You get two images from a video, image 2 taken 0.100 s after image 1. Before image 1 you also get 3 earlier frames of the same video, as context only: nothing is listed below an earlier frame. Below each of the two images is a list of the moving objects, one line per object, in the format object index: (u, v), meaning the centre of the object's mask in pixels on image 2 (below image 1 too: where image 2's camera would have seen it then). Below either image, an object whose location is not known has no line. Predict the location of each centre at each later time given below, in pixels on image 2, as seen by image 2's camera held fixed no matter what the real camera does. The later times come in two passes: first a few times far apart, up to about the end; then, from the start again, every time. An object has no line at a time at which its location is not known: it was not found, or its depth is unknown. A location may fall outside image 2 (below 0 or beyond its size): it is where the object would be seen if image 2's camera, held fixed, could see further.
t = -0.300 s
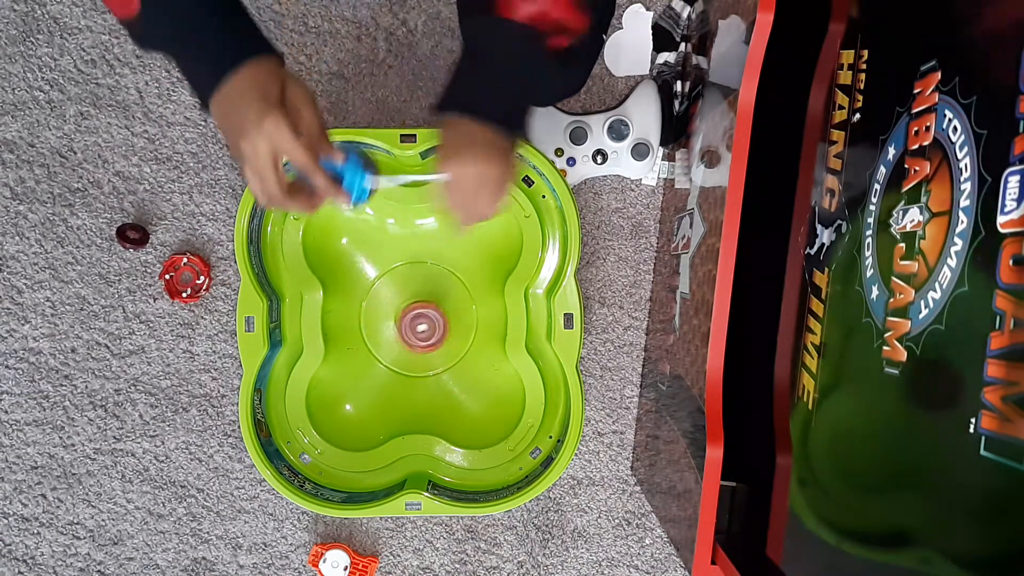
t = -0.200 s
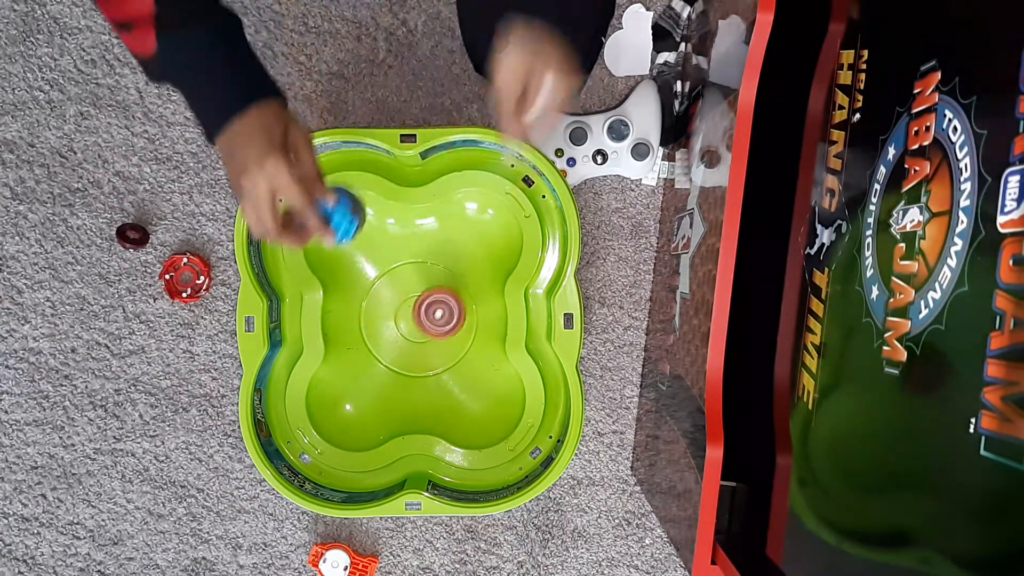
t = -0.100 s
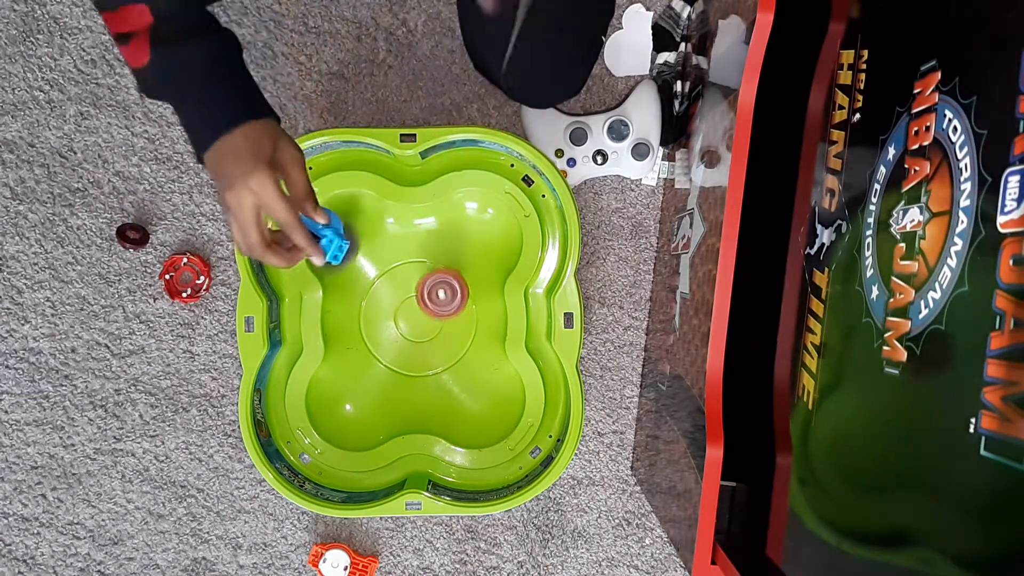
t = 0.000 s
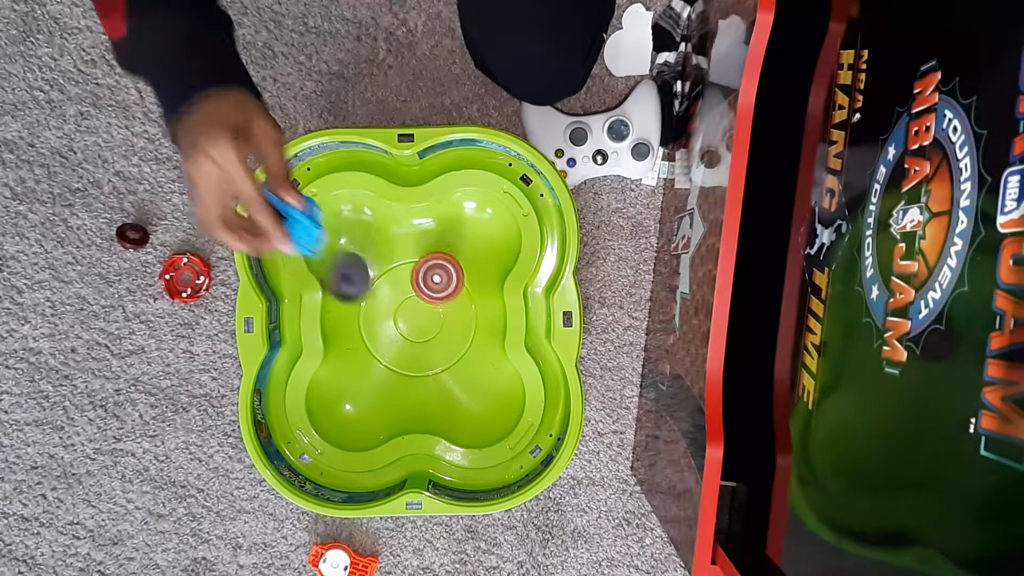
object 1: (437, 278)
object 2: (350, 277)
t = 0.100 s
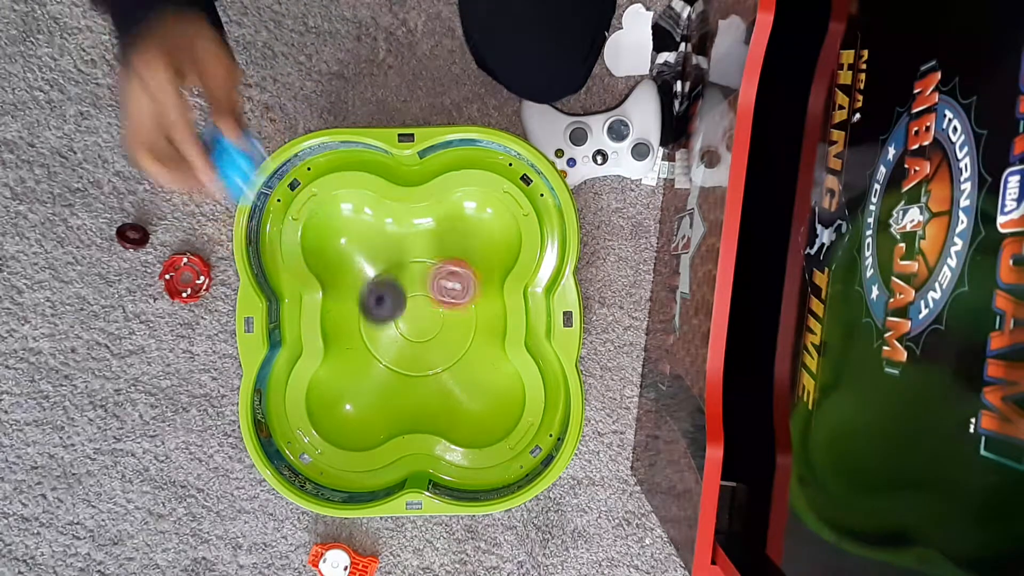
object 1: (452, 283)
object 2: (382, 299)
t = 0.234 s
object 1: (483, 283)
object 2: (386, 348)
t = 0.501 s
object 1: (415, 271)
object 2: (385, 389)
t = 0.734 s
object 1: (407, 334)
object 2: (349, 377)
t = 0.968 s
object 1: (451, 369)
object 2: (370, 400)
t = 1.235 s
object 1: (443, 350)
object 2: (375, 342)
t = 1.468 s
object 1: (454, 367)
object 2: (367, 286)
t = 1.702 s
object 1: (451, 383)
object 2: (391, 231)
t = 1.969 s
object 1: (464, 388)
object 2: (354, 262)
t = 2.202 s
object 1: (434, 333)
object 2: (402, 261)
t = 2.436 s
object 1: (387, 330)
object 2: (440, 235)
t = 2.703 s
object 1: (376, 366)
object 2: (474, 276)
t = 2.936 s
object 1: (415, 348)
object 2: (413, 287)
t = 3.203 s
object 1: (458, 371)
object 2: (379, 311)
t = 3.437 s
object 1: (456, 375)
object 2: (400, 359)
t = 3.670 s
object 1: (457, 387)
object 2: (407, 315)
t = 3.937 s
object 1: (459, 383)
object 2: (389, 316)
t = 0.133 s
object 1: (468, 286)
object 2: (381, 311)
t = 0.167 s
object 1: (479, 287)
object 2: (381, 322)
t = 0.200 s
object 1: (483, 285)
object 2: (383, 335)
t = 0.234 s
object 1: (483, 283)
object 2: (386, 348)
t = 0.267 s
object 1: (478, 277)
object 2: (388, 362)
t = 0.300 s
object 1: (467, 270)
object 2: (389, 373)
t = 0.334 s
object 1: (455, 262)
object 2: (389, 383)
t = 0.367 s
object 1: (445, 256)
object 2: (389, 389)
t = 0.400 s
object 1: (435, 254)
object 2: (388, 393)
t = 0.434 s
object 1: (427, 256)
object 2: (388, 394)
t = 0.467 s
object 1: (420, 263)
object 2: (387, 393)
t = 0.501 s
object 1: (415, 271)
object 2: (385, 389)
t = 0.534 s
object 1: (408, 280)
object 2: (381, 384)
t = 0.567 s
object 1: (400, 289)
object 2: (376, 378)
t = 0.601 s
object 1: (394, 299)
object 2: (370, 371)
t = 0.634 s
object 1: (391, 311)
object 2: (365, 365)
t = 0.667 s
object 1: (393, 320)
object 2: (357, 365)
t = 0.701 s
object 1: (400, 326)
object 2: (348, 368)
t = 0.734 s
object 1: (407, 334)
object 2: (349, 377)
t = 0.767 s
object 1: (413, 341)
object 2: (354, 386)
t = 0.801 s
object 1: (420, 348)
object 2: (358, 395)
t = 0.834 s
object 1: (428, 353)
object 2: (362, 403)
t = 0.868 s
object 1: (435, 358)
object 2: (363, 408)
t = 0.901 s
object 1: (442, 363)
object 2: (365, 410)
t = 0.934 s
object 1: (447, 367)
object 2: (368, 407)
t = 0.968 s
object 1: (451, 369)
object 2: (370, 400)
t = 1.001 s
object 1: (453, 368)
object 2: (371, 391)
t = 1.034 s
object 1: (454, 367)
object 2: (370, 383)
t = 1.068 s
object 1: (454, 366)
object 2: (368, 374)
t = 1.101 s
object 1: (453, 363)
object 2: (367, 365)
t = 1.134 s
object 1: (452, 359)
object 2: (367, 359)
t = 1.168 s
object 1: (450, 356)
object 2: (368, 352)
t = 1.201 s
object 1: (446, 352)
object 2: (372, 346)
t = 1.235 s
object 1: (443, 350)
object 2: (375, 342)
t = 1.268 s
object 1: (439, 348)
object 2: (379, 338)
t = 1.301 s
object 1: (436, 349)
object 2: (383, 332)
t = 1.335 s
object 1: (444, 357)
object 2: (377, 323)
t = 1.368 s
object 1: (448, 361)
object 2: (371, 312)
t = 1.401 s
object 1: (451, 365)
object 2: (367, 302)
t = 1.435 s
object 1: (453, 366)
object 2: (365, 294)
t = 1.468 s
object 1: (454, 367)
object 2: (367, 286)
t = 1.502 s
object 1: (454, 368)
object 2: (370, 277)
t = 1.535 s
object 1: (453, 369)
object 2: (375, 269)
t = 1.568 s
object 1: (452, 371)
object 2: (381, 259)
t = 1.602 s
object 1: (451, 373)
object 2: (386, 250)
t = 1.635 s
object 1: (451, 376)
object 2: (390, 242)
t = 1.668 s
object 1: (451, 379)
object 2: (391, 236)
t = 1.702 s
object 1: (451, 383)
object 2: (391, 231)
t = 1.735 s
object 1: (452, 386)
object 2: (389, 230)
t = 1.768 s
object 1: (454, 390)
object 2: (384, 232)
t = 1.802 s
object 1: (457, 393)
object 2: (377, 236)
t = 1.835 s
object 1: (460, 395)
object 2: (370, 242)
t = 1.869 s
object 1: (463, 396)
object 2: (363, 248)
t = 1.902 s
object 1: (464, 395)
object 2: (357, 255)
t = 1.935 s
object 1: (465, 392)
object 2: (354, 259)
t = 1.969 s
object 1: (464, 388)
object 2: (354, 262)
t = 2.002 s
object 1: (462, 382)
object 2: (357, 263)
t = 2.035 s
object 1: (459, 376)
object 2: (364, 263)
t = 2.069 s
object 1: (455, 368)
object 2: (372, 262)
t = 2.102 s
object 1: (450, 360)
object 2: (381, 261)
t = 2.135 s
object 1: (445, 351)
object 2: (390, 260)
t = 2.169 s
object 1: (440, 343)
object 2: (397, 260)
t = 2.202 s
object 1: (434, 333)
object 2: (402, 261)
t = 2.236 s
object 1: (428, 325)
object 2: (407, 263)
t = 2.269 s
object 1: (421, 318)
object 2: (412, 266)
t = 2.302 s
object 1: (415, 317)
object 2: (417, 264)
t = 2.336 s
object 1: (406, 321)
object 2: (421, 253)
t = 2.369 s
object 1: (398, 325)
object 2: (427, 244)
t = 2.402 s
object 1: (392, 327)
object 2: (434, 238)
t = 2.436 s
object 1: (387, 330)
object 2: (440, 235)
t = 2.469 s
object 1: (382, 333)
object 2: (446, 236)
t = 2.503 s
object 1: (378, 338)
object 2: (452, 241)
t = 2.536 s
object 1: (375, 343)
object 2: (461, 249)
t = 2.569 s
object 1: (373, 348)
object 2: (470, 258)
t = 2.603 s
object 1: (372, 353)
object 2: (478, 267)
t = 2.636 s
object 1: (373, 359)
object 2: (481, 272)
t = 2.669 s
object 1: (374, 363)
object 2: (480, 274)
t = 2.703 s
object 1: (376, 366)
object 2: (474, 276)
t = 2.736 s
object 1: (378, 368)
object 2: (467, 275)
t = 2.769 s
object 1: (383, 368)
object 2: (457, 275)
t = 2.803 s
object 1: (389, 368)
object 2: (447, 273)
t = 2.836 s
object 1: (394, 366)
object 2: (437, 274)
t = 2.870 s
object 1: (400, 362)
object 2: (428, 276)
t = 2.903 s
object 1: (407, 356)
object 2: (420, 280)
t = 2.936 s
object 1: (415, 348)
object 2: (413, 287)
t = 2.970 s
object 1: (423, 348)
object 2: (407, 292)
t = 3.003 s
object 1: (432, 356)
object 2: (400, 289)
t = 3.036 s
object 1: (440, 363)
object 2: (392, 288)
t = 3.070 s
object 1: (447, 367)
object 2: (386, 289)
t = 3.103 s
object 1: (453, 370)
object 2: (381, 293)
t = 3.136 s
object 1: (456, 371)
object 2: (378, 298)
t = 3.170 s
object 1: (458, 371)
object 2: (378, 304)
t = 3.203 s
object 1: (458, 371)
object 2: (379, 311)
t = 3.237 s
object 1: (458, 370)
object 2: (381, 319)
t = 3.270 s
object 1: (457, 369)
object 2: (385, 327)
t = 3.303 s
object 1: (456, 369)
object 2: (388, 336)
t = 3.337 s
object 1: (454, 369)
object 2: (393, 347)
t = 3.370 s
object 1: (453, 370)
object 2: (399, 356)
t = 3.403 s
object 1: (455, 373)
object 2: (400, 359)
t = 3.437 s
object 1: (456, 375)
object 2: (400, 359)
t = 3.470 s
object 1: (457, 377)
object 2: (402, 357)
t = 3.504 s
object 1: (458, 378)
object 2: (405, 352)
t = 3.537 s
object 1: (458, 380)
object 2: (408, 345)
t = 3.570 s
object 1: (458, 381)
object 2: (410, 337)
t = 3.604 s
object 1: (457, 383)
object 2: (410, 329)
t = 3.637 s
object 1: (457, 385)
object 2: (410, 321)
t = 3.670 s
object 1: (457, 387)
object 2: (407, 315)
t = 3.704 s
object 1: (457, 389)
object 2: (404, 309)
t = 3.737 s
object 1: (458, 391)
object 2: (399, 305)
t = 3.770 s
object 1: (459, 392)
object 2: (394, 302)
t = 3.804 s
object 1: (460, 392)
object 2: (389, 301)
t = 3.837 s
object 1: (460, 392)
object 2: (386, 302)
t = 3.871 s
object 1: (460, 390)
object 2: (385, 304)
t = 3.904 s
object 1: (460, 387)
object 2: (386, 310)
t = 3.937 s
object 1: (459, 383)
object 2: (389, 316)
